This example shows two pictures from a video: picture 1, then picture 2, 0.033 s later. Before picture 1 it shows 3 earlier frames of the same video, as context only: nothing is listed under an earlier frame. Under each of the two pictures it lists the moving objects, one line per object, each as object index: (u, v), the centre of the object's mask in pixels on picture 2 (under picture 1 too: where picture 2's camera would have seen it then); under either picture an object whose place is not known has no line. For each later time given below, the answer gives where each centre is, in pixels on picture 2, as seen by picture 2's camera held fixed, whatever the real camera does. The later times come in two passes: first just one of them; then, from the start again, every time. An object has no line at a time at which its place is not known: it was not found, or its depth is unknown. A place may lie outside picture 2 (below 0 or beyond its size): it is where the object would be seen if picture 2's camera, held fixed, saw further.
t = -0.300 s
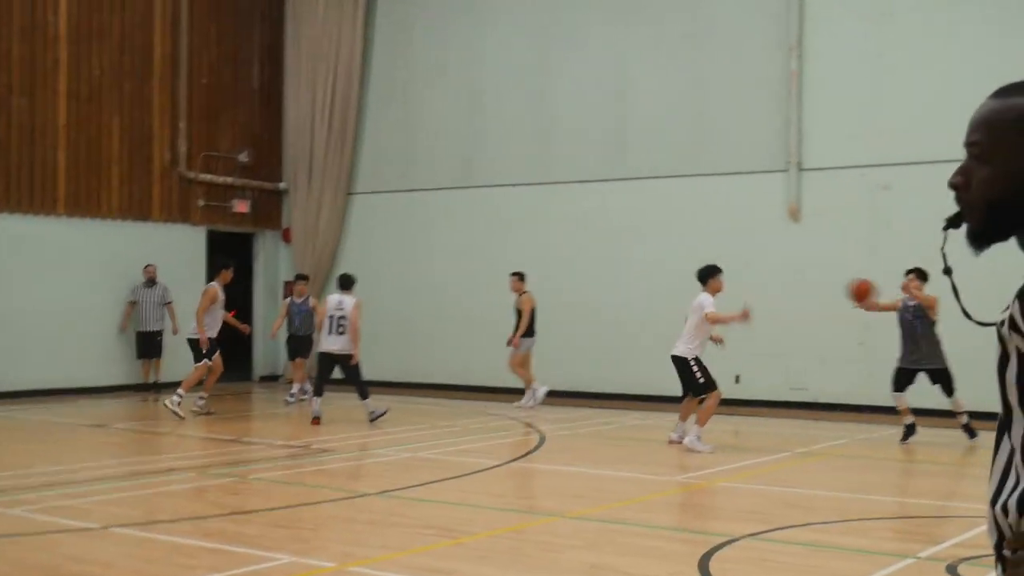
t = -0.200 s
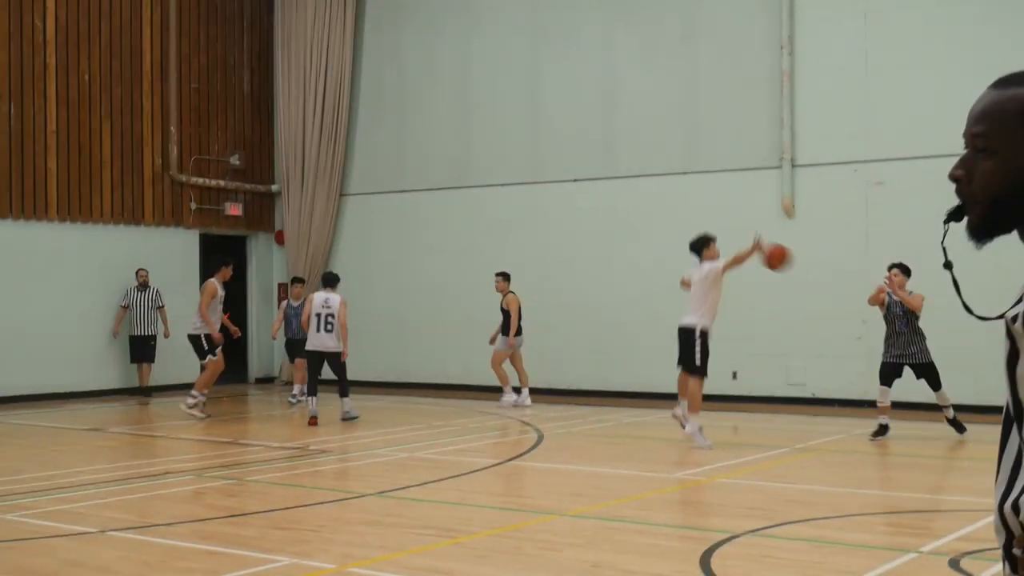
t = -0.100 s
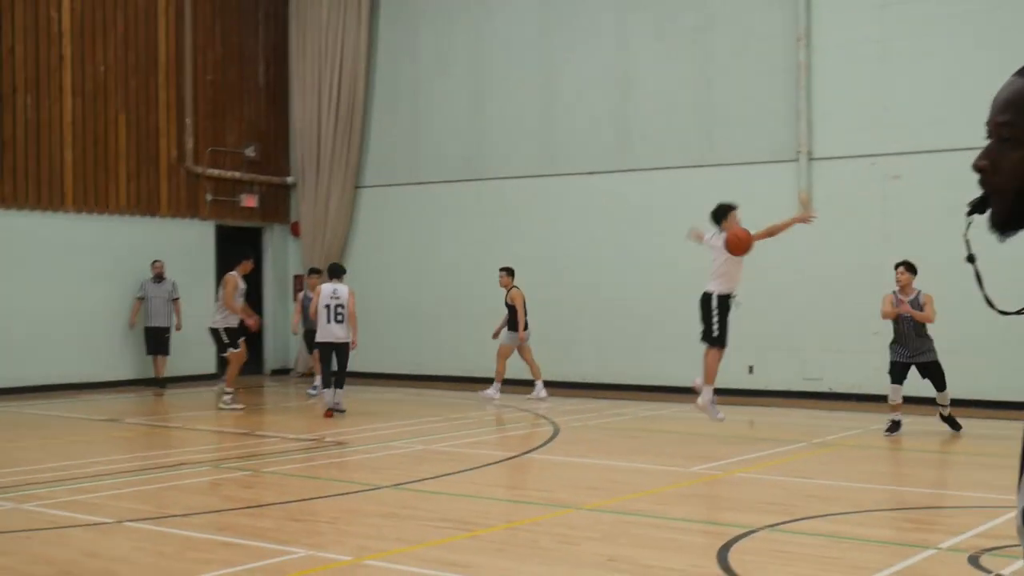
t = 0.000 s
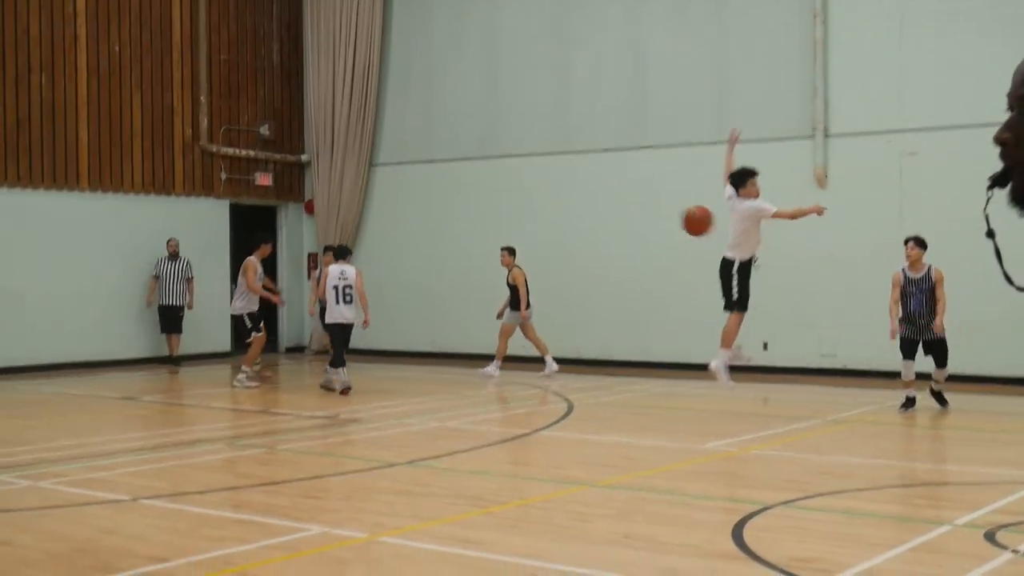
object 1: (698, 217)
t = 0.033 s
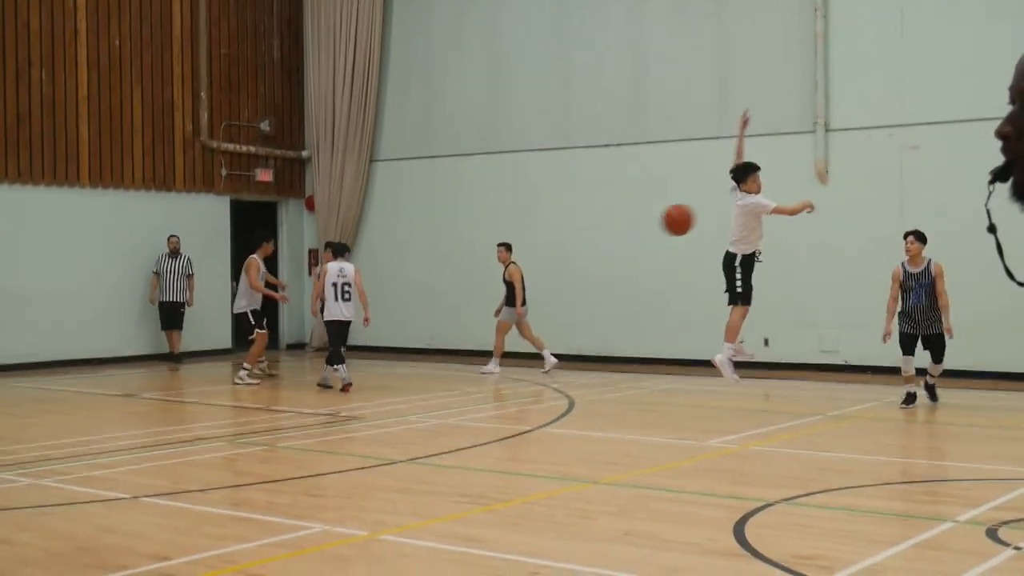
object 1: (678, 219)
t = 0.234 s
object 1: (541, 276)
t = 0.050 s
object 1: (667, 221)
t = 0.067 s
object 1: (657, 223)
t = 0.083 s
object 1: (645, 226)
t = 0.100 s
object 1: (634, 229)
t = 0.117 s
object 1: (624, 234)
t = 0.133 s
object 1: (613, 239)
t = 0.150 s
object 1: (601, 244)
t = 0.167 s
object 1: (590, 250)
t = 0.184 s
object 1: (578, 255)
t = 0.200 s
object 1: (566, 261)
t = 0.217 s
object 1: (554, 268)
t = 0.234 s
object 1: (541, 276)
